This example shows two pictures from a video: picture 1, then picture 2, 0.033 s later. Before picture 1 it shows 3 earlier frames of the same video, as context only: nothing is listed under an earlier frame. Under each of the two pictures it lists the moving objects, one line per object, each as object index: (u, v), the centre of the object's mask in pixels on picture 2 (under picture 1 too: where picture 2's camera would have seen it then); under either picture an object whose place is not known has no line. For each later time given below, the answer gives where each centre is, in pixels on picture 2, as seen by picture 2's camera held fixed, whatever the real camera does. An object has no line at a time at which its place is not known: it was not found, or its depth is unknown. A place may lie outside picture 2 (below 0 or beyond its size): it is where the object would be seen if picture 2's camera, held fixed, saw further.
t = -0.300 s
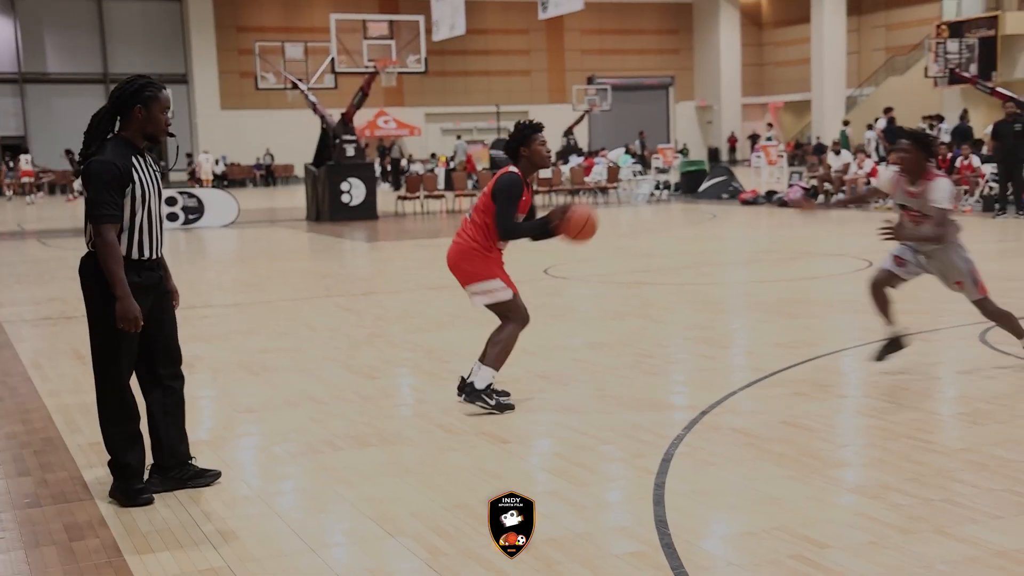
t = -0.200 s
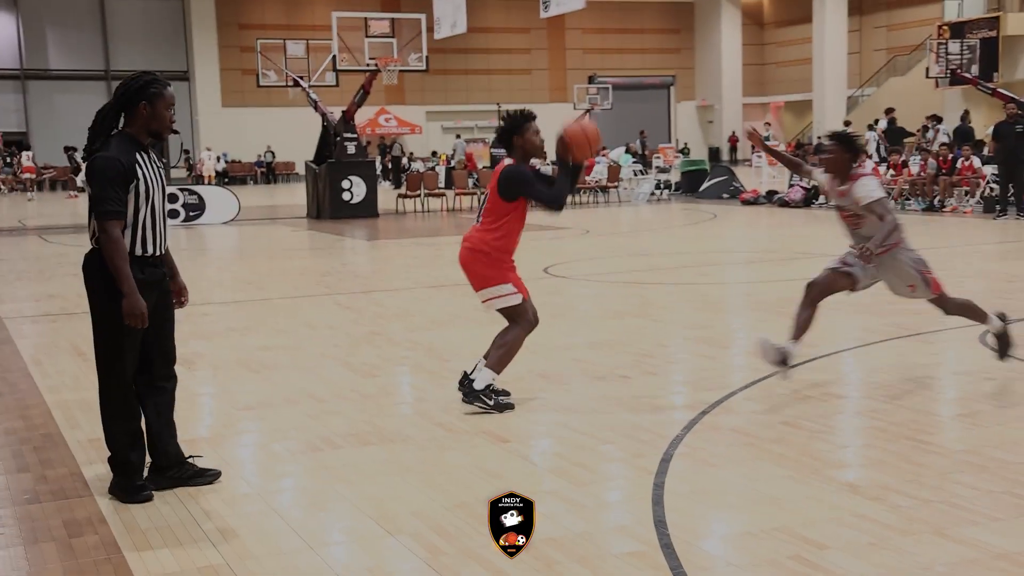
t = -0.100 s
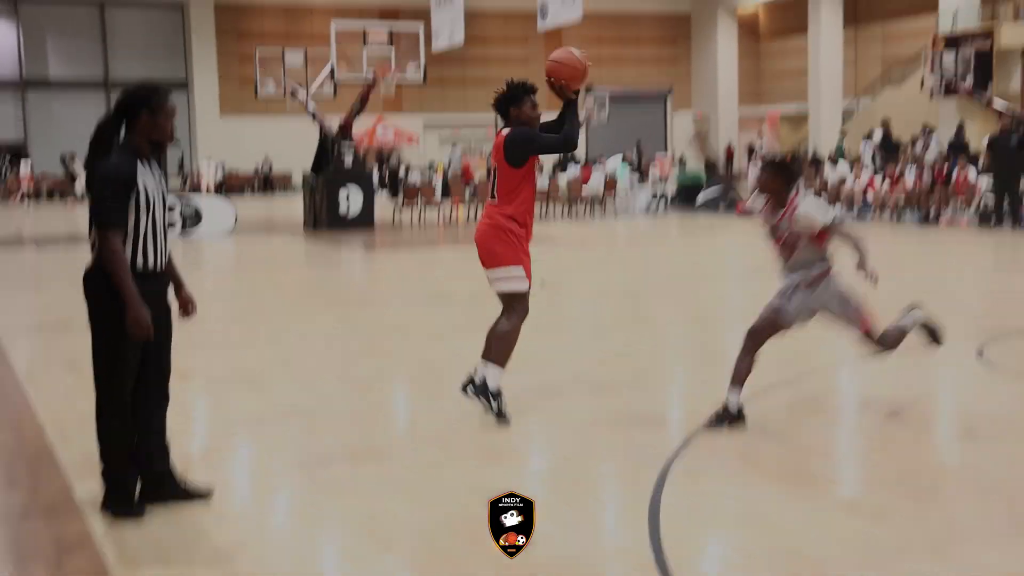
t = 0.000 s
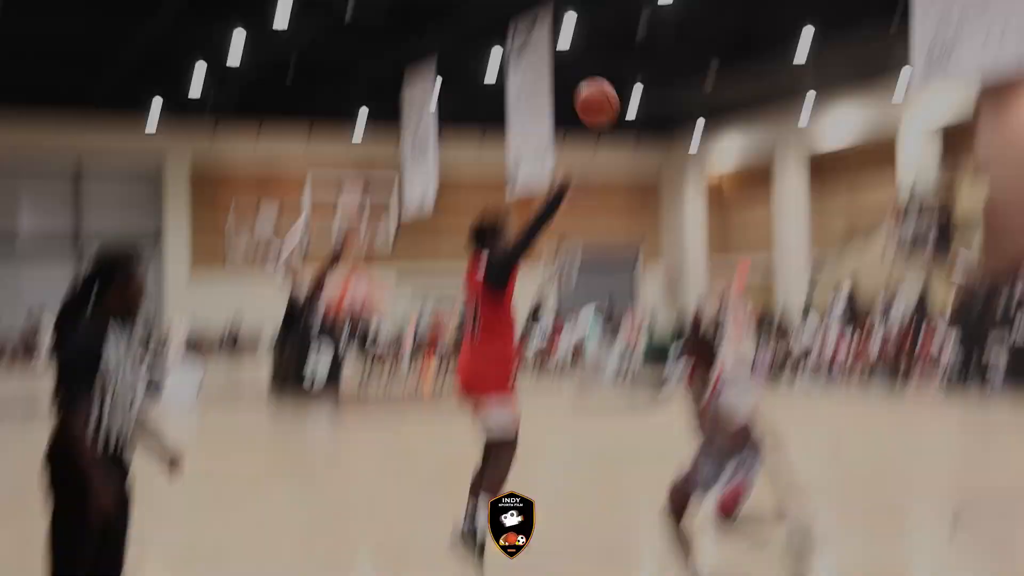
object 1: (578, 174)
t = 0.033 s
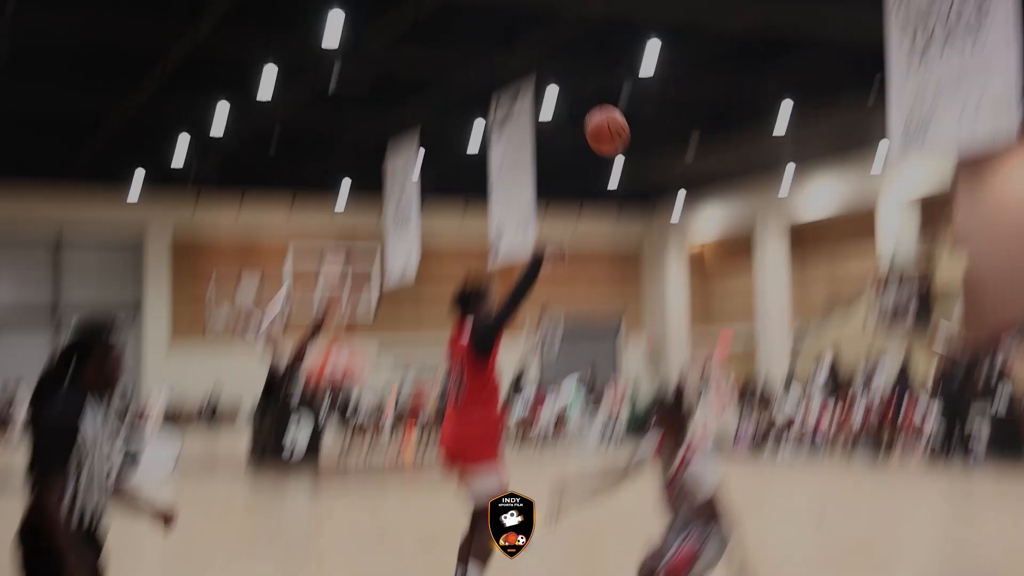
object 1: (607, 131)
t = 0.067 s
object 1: (636, 91)
